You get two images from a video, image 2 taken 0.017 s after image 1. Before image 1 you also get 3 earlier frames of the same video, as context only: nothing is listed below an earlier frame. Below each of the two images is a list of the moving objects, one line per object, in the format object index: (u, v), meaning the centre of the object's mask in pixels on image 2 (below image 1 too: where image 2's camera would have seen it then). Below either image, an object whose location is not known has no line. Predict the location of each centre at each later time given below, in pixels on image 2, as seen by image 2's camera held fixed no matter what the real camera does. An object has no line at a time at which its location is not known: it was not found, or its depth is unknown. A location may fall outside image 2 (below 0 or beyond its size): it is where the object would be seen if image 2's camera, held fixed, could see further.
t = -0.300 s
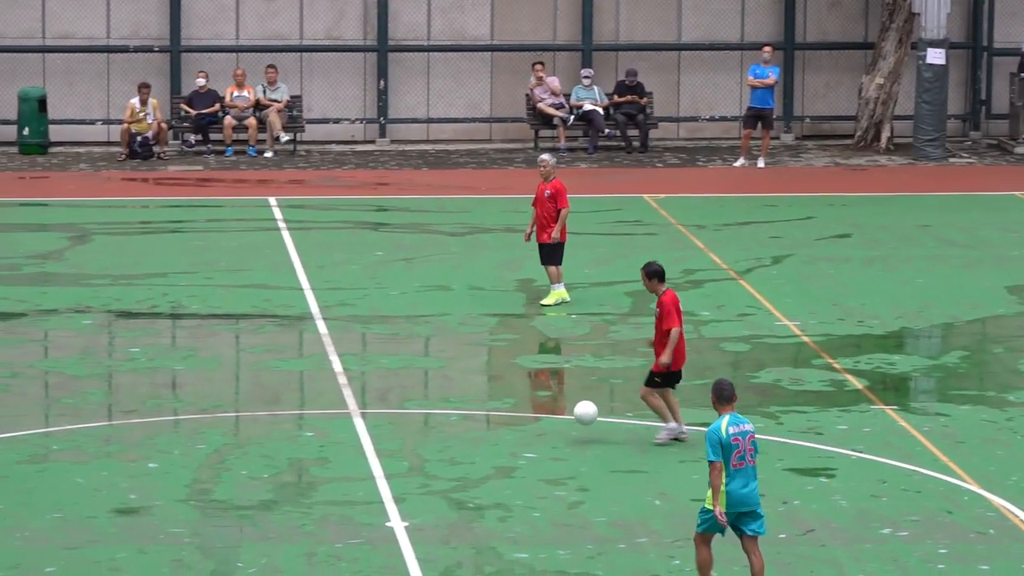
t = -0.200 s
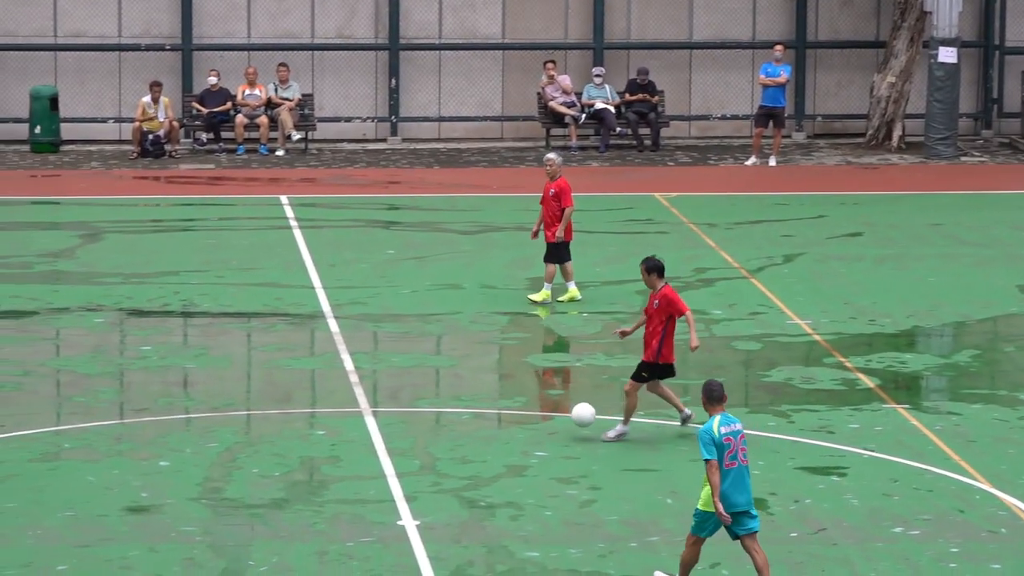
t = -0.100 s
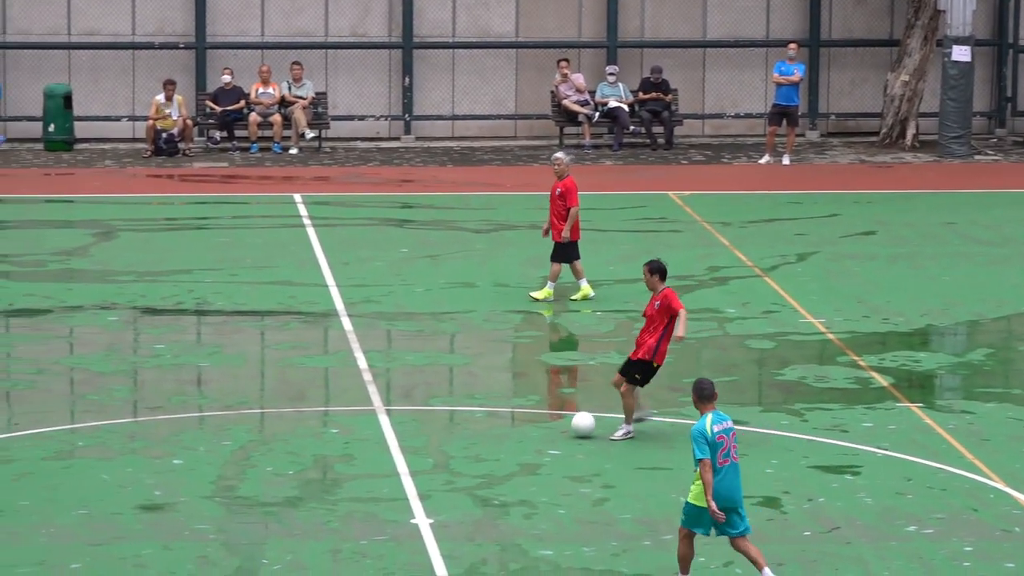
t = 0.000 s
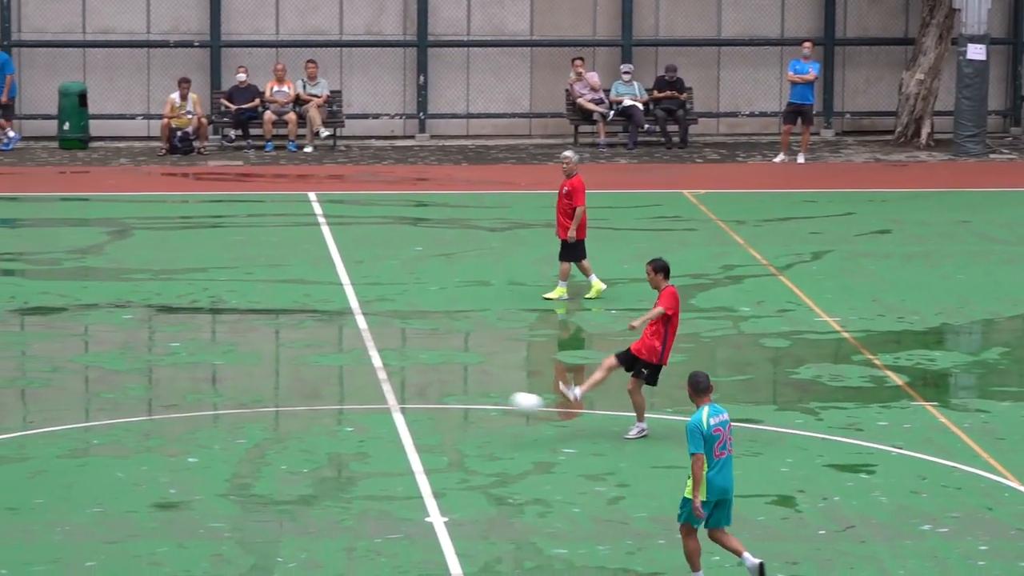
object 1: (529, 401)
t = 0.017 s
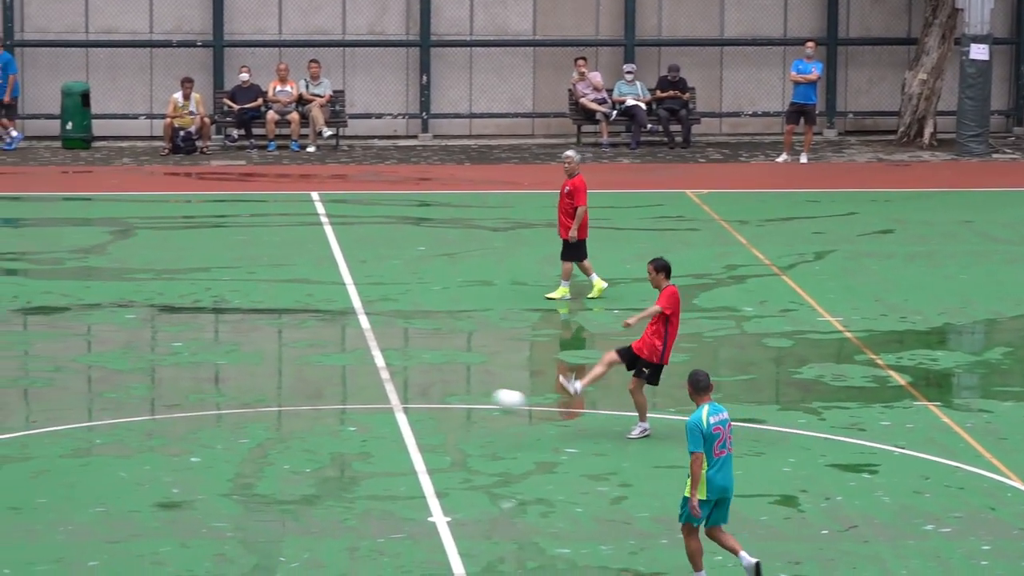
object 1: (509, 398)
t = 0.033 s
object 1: (488, 396)
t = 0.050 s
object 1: (468, 395)
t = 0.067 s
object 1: (448, 393)
